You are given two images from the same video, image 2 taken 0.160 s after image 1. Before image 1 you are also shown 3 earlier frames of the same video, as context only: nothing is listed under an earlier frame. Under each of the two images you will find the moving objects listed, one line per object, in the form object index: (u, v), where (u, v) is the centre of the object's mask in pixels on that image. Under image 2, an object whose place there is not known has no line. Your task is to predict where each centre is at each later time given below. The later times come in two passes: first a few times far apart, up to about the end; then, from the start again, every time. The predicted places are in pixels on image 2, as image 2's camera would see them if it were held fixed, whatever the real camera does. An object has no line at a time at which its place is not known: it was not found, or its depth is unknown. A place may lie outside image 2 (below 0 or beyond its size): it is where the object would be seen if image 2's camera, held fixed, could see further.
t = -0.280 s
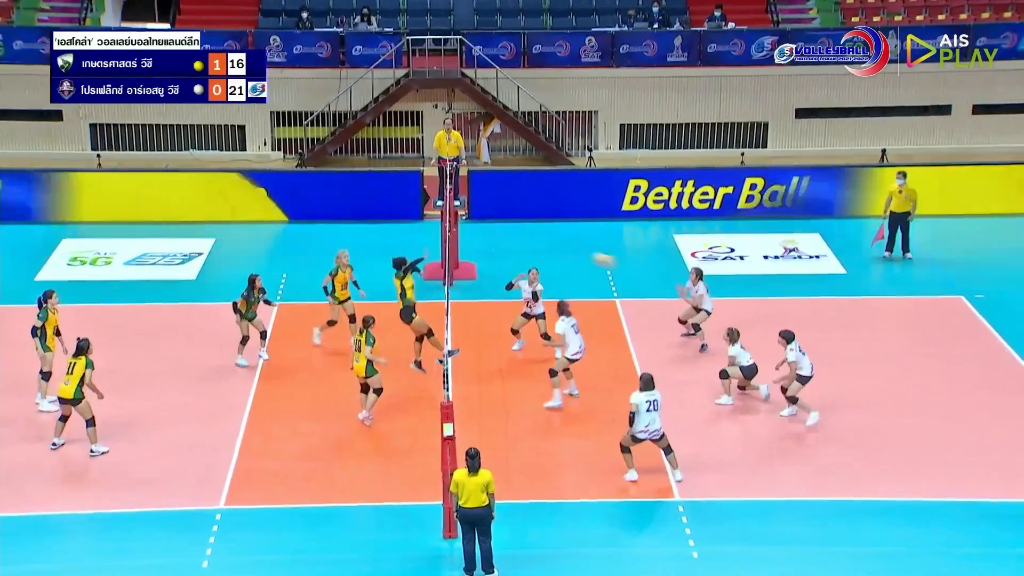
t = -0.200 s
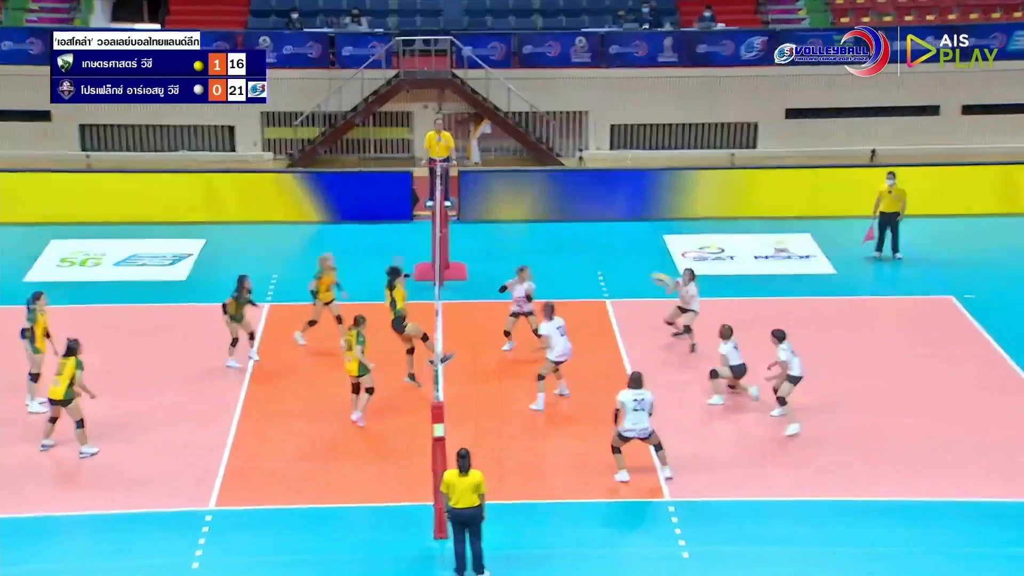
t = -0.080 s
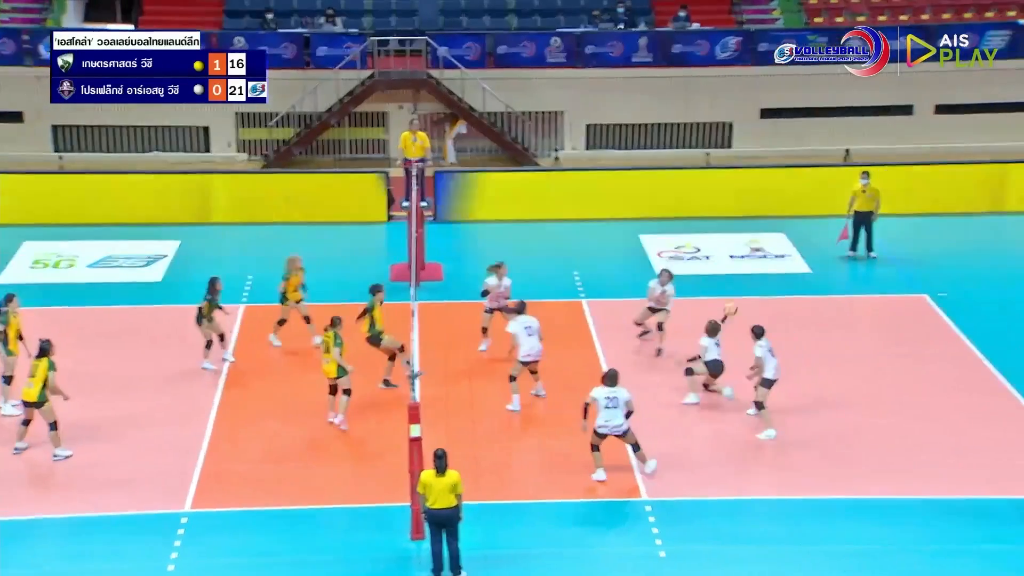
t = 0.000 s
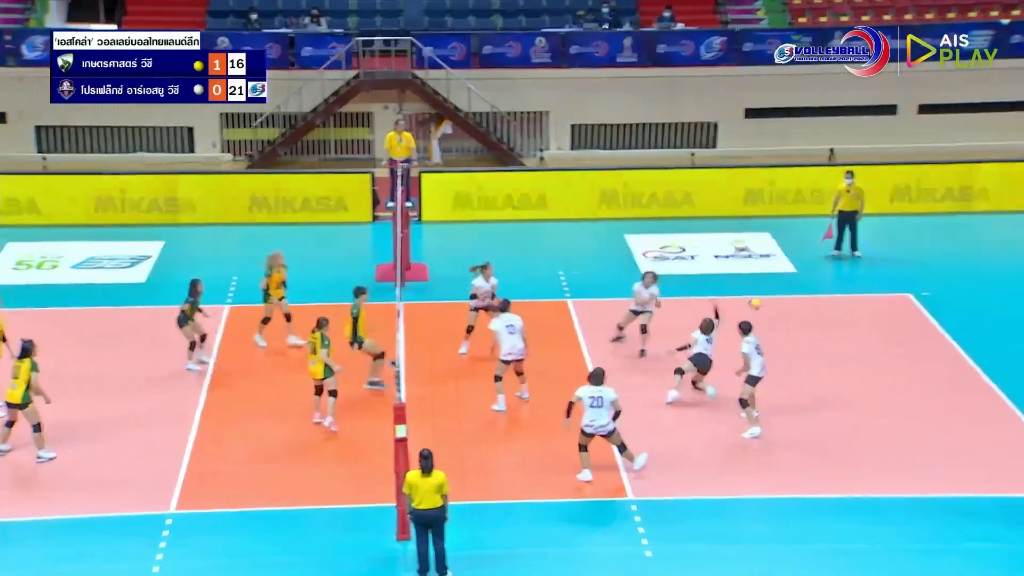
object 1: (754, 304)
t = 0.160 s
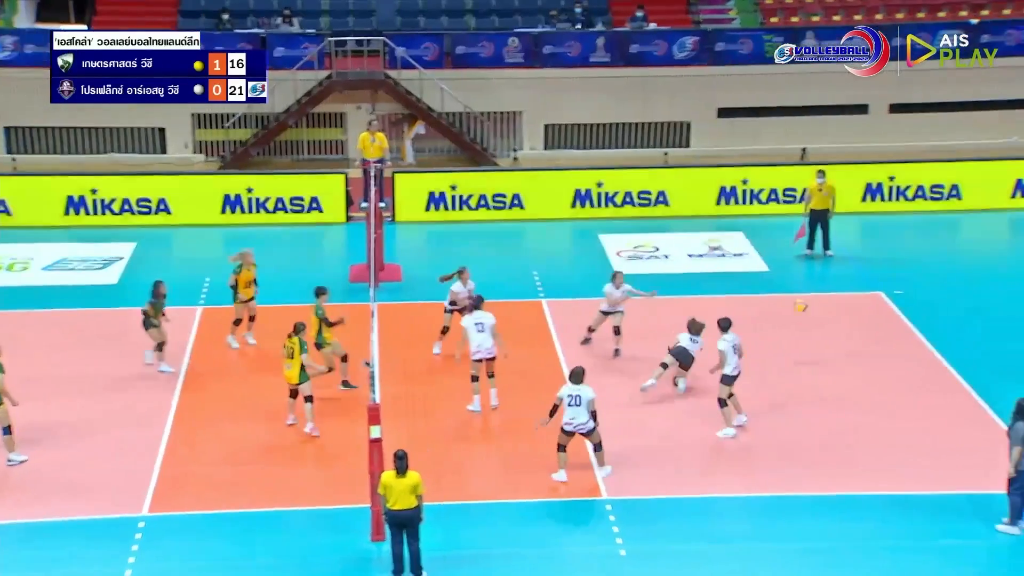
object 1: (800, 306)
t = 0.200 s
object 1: (818, 310)
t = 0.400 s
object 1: (896, 321)
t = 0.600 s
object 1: (946, 284)
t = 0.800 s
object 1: (992, 273)
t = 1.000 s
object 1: (1036, 285)
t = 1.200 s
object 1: (1079, 270)
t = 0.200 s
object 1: (818, 310)
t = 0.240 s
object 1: (836, 313)
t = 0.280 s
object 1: (852, 319)
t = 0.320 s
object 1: (869, 326)
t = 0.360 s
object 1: (886, 332)
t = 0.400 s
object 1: (896, 321)
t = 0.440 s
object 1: (906, 311)
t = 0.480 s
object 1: (916, 303)
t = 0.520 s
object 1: (926, 295)
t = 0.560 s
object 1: (936, 289)
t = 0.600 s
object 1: (946, 284)
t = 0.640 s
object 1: (956, 279)
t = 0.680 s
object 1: (965, 276)
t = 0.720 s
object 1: (974, 274)
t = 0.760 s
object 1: (984, 273)
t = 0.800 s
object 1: (992, 273)
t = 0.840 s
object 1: (1001, 273)
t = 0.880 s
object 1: (1010, 275)
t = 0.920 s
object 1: (1019, 278)
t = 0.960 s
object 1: (1027, 281)
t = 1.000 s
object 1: (1036, 285)
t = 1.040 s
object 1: (1045, 291)
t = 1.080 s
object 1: (1053, 291)
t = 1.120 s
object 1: (1062, 282)
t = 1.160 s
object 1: (1071, 276)
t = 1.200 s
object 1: (1079, 270)
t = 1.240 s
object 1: (1089, 264)
